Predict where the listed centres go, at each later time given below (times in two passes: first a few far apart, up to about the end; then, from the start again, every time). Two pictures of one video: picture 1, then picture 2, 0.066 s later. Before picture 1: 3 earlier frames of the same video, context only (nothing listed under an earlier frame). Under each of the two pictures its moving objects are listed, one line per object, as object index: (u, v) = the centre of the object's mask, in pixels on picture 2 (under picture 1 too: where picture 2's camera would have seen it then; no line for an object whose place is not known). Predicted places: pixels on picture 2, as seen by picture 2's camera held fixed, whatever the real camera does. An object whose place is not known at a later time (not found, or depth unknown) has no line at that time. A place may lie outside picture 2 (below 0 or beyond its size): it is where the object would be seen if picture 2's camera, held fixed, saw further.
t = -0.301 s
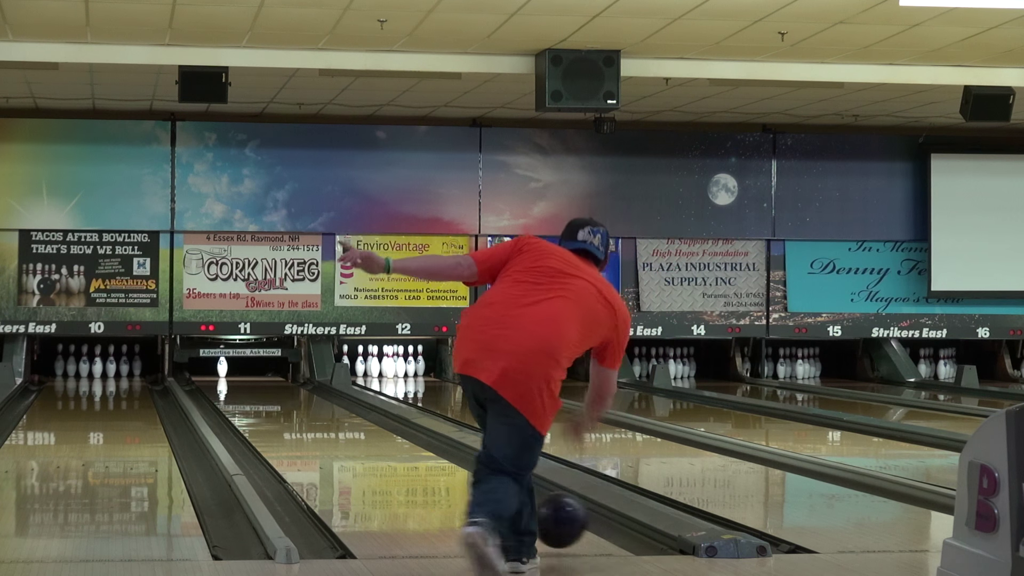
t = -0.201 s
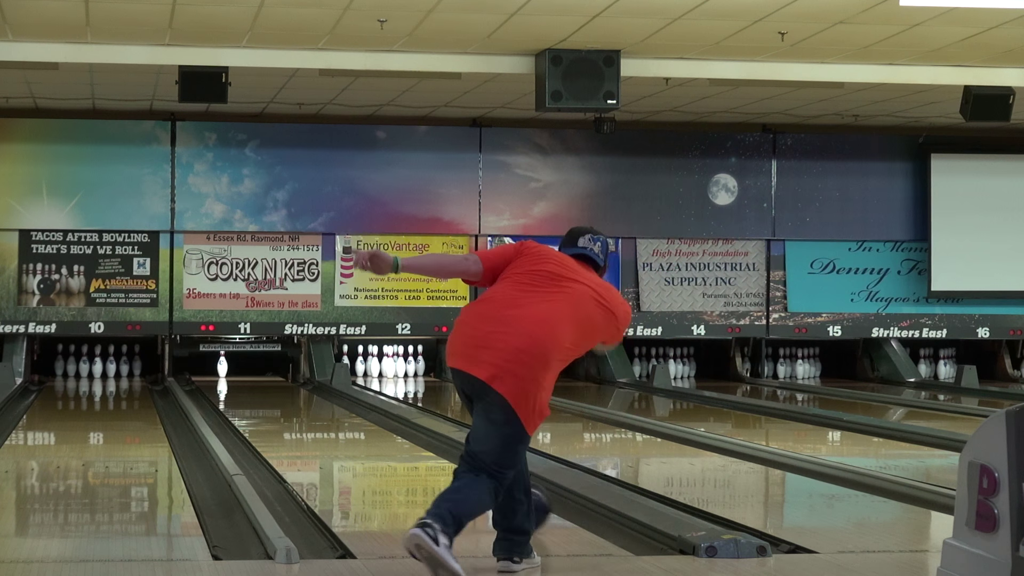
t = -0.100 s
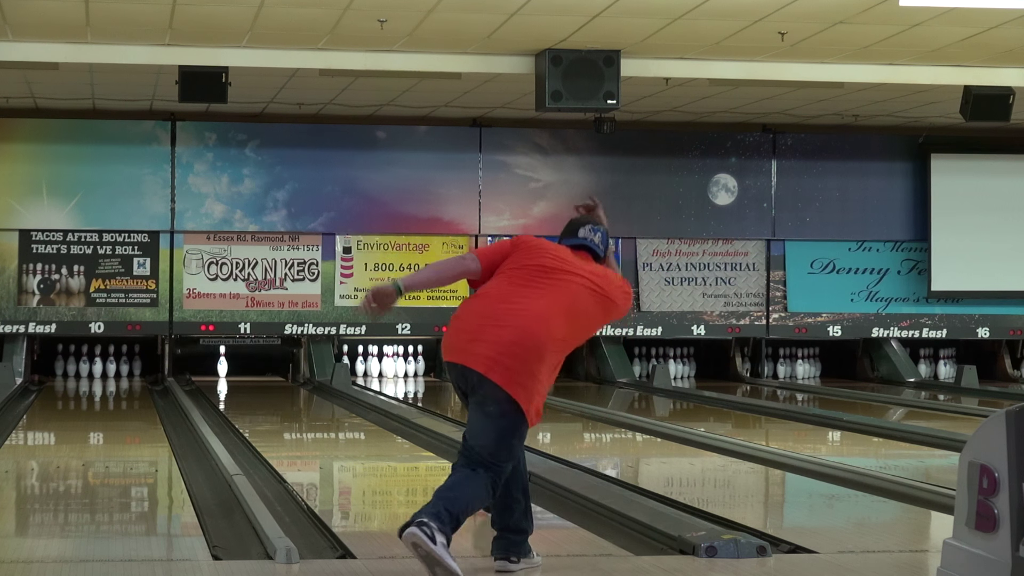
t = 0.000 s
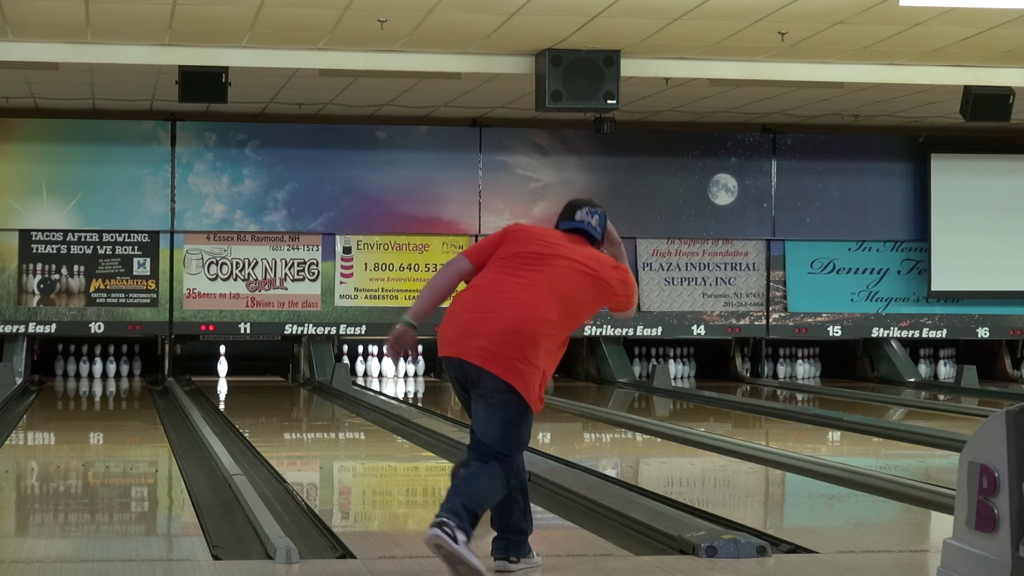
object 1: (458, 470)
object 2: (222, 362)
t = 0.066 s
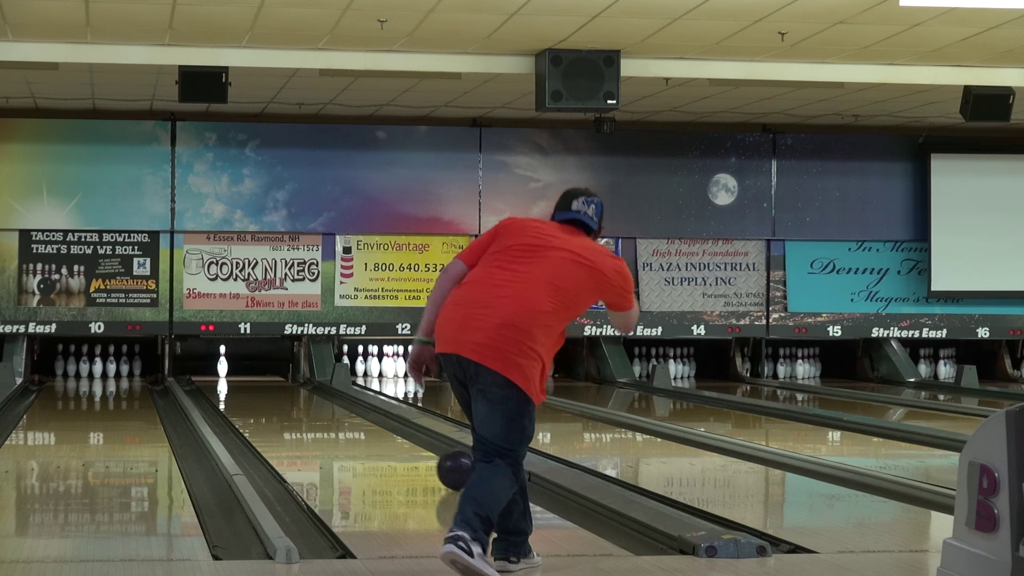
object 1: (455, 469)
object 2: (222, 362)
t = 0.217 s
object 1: (428, 454)
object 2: (222, 362)
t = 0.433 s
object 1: (394, 436)
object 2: (222, 362)
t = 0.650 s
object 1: (368, 421)
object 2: (222, 362)
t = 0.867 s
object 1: (345, 409)
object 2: (222, 362)
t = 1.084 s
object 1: (324, 399)
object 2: (222, 362)
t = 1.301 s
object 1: (306, 390)
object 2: (222, 362)
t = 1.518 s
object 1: (290, 384)
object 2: (222, 362)
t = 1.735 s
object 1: (274, 378)
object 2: (222, 362)
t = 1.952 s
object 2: (222, 362)
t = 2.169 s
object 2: (222, 362)
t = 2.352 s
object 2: (194, 364)
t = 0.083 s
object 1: (454, 468)
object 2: (222, 362)
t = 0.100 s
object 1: (450, 466)
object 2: (222, 362)
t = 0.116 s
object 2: (222, 362)
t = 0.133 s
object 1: (444, 462)
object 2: (222, 362)
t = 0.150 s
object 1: (441, 460)
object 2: (222, 362)
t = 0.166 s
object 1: (438, 459)
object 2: (222, 362)
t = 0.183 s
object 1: (435, 457)
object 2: (222, 362)
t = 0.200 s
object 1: (431, 455)
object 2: (222, 362)
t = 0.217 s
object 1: (428, 454)
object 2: (222, 362)
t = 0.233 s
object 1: (426, 452)
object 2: (222, 362)
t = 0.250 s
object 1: (423, 451)
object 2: (222, 362)
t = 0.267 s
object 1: (420, 449)
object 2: (222, 362)
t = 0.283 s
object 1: (417, 448)
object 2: (222, 362)
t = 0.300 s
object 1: (415, 447)
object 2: (222, 362)
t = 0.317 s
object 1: (412, 446)
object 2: (222, 362)
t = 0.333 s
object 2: (222, 362)
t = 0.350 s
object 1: (406, 443)
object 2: (222, 362)
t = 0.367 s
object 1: (404, 441)
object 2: (222, 362)
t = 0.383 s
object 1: (401, 440)
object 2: (222, 362)
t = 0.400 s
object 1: (399, 439)
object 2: (222, 362)
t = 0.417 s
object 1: (397, 438)
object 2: (222, 362)
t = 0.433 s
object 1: (394, 436)
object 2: (222, 362)
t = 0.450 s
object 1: (393, 435)
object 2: (222, 362)
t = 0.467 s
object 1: (389, 433)
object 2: (222, 362)
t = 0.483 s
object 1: (387, 432)
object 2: (222, 362)
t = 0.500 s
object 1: (386, 431)
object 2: (222, 362)
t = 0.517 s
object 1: (383, 430)
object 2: (222, 362)
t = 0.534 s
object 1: (382, 429)
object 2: (222, 362)
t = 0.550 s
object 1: (379, 428)
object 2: (222, 362)
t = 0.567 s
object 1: (377, 426)
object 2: (222, 362)
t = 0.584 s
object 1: (375, 426)
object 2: (222, 362)
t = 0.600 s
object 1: (373, 424)
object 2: (222, 362)
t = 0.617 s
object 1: (371, 423)
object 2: (222, 362)
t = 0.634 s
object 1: (369, 422)
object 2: (222, 362)
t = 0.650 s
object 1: (368, 421)
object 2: (222, 362)
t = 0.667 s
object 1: (366, 420)
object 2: (222, 362)
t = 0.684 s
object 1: (364, 419)
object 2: (222, 362)
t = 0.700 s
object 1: (361, 418)
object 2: (222, 362)
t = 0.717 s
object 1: (360, 417)
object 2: (222, 362)
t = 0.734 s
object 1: (358, 416)
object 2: (222, 362)
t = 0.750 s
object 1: (356, 415)
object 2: (222, 362)
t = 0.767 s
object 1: (354, 414)
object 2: (222, 362)
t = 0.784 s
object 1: (353, 414)
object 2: (222, 362)
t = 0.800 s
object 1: (351, 413)
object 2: (222, 362)
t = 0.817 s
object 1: (349, 412)
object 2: (222, 362)
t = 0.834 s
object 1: (347, 412)
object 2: (222, 362)
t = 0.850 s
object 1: (346, 411)
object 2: (222, 362)
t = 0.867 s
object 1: (345, 409)
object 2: (222, 362)
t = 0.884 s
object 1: (343, 408)
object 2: (222, 362)
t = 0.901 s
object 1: (341, 408)
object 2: (222, 362)
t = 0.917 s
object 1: (339, 407)
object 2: (222, 362)
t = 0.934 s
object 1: (338, 406)
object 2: (222, 362)
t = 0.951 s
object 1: (336, 406)
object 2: (222, 362)
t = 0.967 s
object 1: (334, 405)
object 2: (222, 362)
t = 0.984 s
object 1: (333, 404)
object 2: (222, 362)
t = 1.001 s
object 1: (331, 404)
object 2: (222, 362)
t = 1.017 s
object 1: (329, 403)
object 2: (222, 362)
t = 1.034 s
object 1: (328, 403)
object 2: (222, 362)
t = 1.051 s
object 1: (327, 402)
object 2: (222, 362)
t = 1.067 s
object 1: (325, 401)
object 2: (222, 362)
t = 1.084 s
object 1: (324, 399)
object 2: (222, 362)
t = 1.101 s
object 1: (323, 398)
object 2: (222, 362)
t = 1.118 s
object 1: (321, 398)
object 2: (222, 362)
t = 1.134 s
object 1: (319, 397)
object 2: (222, 362)
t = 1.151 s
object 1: (318, 397)
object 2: (222, 362)
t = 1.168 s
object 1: (317, 396)
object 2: (222, 362)
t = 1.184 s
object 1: (316, 396)
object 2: (222, 362)
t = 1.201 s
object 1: (314, 395)
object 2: (222, 362)
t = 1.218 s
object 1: (312, 395)
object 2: (222, 362)
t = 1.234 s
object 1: (311, 394)
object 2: (222, 362)
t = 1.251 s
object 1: (310, 393)
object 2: (222, 362)
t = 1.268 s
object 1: (308, 393)
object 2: (222, 362)
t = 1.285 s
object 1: (308, 391)
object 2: (222, 362)
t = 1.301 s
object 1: (306, 390)
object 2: (222, 362)
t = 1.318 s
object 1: (305, 391)
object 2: (222, 362)
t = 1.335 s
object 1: (304, 390)
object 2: (222, 362)
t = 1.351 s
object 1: (303, 390)
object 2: (222, 362)
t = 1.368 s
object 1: (301, 390)
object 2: (222, 362)
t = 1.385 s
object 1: (301, 389)
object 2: (222, 362)
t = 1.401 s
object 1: (300, 388)
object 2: (222, 362)
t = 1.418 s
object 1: (298, 388)
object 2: (222, 362)
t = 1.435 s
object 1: (297, 387)
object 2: (222, 362)
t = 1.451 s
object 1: (295, 386)
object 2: (222, 362)
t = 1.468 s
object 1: (294, 386)
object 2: (222, 362)
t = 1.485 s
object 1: (293, 385)
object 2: (222, 362)
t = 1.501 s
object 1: (291, 385)
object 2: (222, 362)
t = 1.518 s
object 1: (290, 384)
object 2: (222, 362)
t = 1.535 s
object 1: (289, 384)
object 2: (222, 362)
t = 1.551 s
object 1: (288, 383)
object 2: (222, 362)
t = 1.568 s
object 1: (287, 383)
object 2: (222, 362)
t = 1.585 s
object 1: (285, 383)
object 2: (222, 362)
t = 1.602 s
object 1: (285, 382)
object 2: (222, 362)
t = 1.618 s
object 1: (284, 382)
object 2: (222, 362)
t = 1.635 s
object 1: (281, 382)
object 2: (222, 362)
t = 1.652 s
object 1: (280, 381)
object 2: (222, 362)
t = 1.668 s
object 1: (280, 381)
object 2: (222, 362)
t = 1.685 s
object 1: (279, 380)
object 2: (222, 362)
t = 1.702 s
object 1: (277, 379)
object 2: (222, 362)
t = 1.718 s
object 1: (276, 379)
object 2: (222, 362)
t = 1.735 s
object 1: (274, 378)
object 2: (222, 362)
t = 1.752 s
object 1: (274, 378)
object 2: (222, 362)
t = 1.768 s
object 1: (272, 378)
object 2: (222, 362)
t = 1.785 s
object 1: (271, 378)
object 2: (222, 362)
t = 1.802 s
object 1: (270, 377)
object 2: (222, 362)
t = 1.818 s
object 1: (268, 377)
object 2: (222, 362)
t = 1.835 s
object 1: (267, 377)
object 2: (222, 362)
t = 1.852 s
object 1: (266, 377)
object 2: (222, 362)
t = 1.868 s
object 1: (265, 376)
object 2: (222, 362)
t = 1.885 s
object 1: (263, 375)
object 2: (222, 362)
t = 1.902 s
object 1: (262, 375)
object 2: (222, 362)
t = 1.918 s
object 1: (261, 375)
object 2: (222, 362)
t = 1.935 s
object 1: (260, 374)
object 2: (222, 362)
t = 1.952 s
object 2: (222, 362)
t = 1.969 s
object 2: (222, 362)
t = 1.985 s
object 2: (222, 362)
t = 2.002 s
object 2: (222, 362)
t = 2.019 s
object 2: (222, 362)
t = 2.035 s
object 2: (222, 362)
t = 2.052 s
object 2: (222, 362)
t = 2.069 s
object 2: (222, 362)
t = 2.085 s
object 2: (222, 362)
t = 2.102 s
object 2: (222, 362)
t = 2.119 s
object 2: (222, 362)
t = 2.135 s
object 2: (222, 362)
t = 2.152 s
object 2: (222, 362)
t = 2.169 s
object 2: (222, 362)
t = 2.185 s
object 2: (222, 362)
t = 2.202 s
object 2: (222, 362)
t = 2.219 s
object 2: (222, 362)
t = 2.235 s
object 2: (222, 362)
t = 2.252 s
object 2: (220, 362)
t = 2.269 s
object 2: (216, 363)
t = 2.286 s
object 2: (211, 363)
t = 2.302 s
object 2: (207, 363)
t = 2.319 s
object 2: (203, 363)
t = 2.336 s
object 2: (198, 363)
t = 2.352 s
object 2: (194, 364)
